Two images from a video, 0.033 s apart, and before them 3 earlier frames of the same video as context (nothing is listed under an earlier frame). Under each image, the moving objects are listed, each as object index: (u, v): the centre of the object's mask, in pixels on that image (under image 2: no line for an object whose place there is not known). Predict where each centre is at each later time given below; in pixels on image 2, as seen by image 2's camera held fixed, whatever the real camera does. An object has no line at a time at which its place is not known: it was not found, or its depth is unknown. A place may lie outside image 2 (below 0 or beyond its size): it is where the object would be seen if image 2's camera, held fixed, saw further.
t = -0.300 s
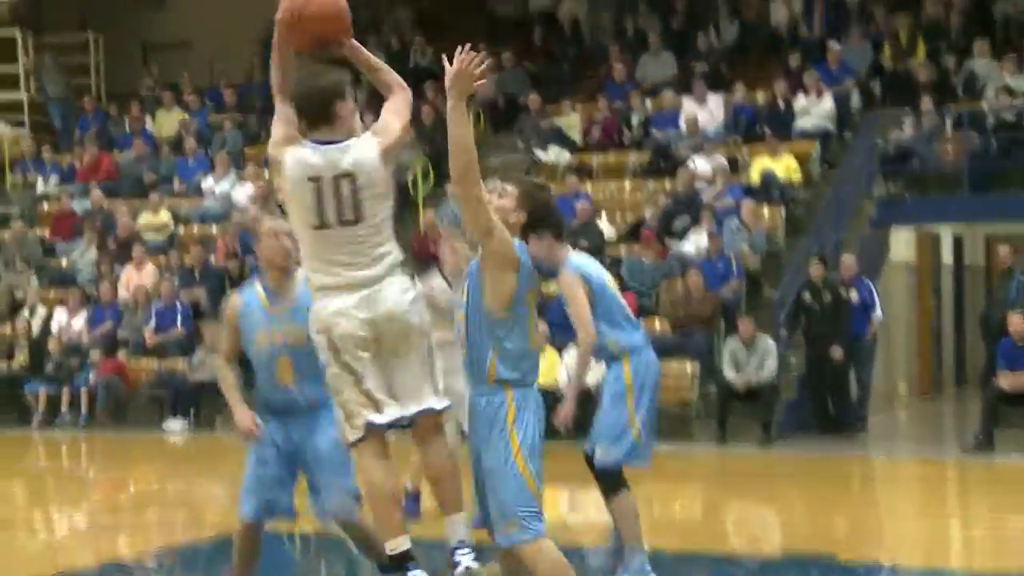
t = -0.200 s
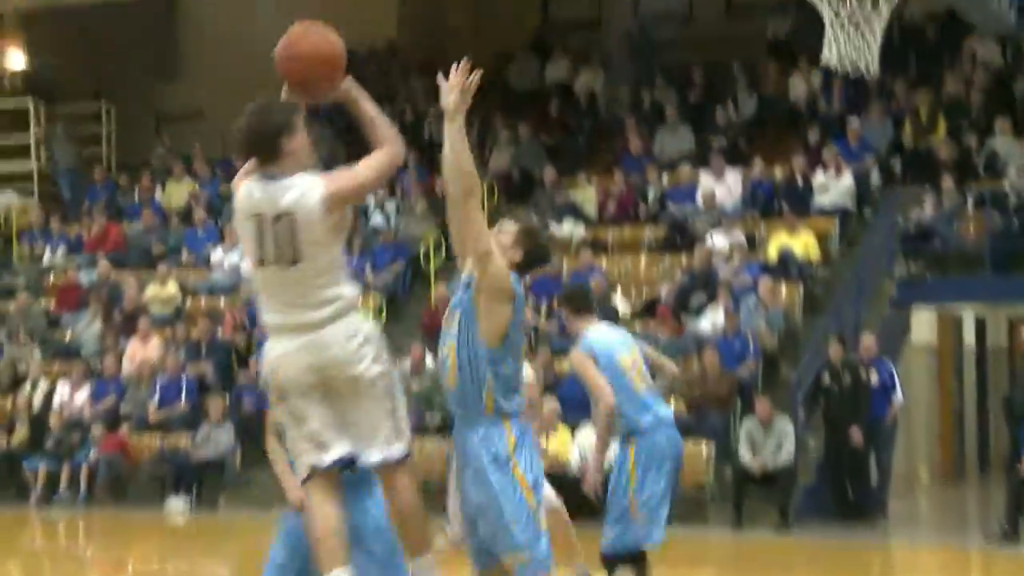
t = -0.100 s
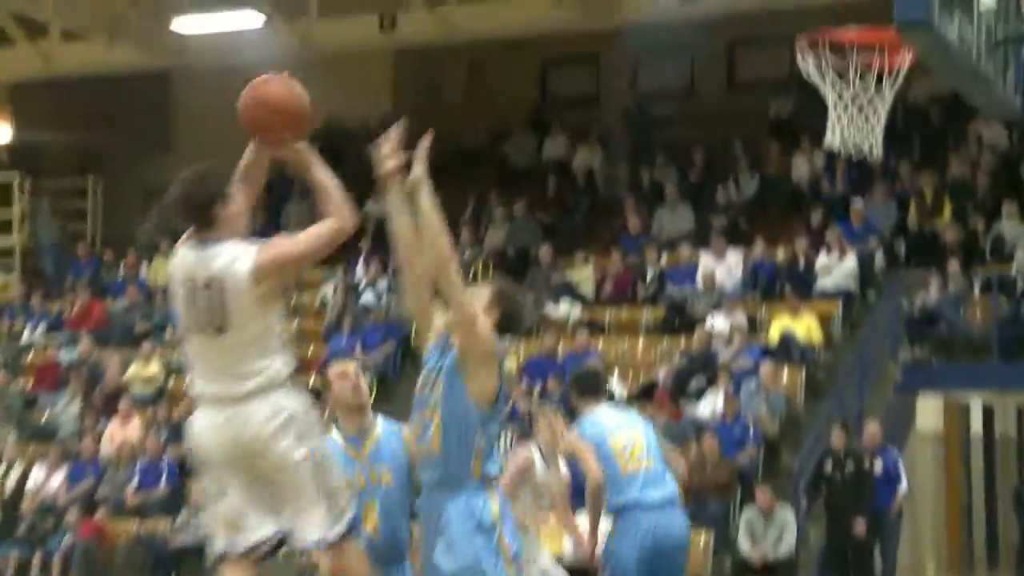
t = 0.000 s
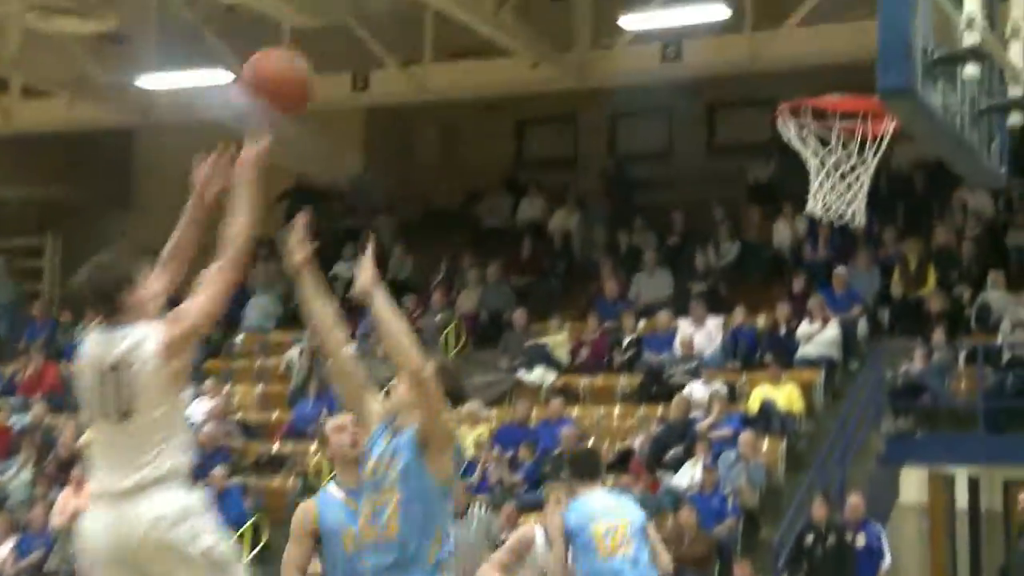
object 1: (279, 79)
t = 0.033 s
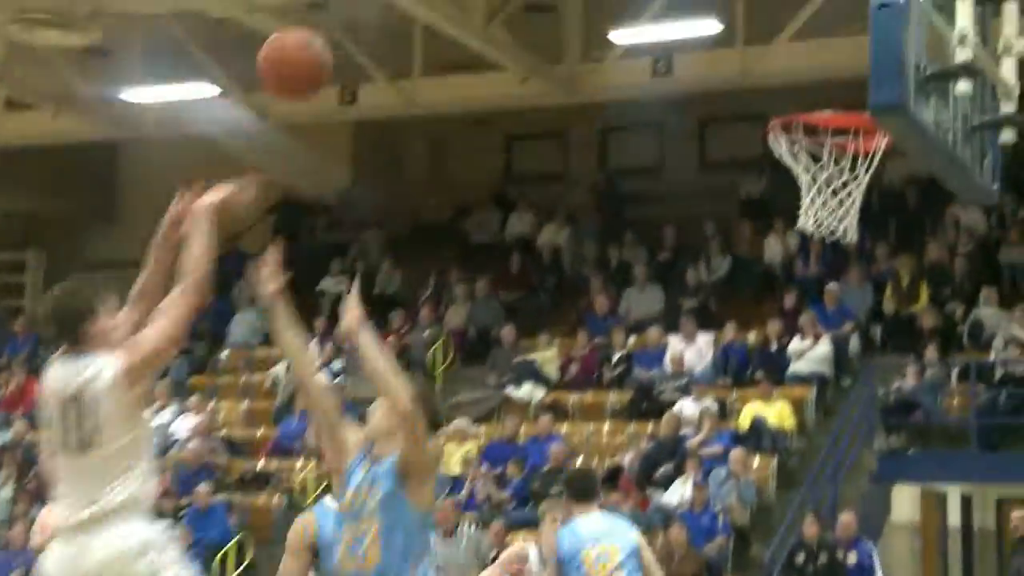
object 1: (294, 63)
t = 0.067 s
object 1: (329, 36)
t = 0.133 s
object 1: (389, -2)
